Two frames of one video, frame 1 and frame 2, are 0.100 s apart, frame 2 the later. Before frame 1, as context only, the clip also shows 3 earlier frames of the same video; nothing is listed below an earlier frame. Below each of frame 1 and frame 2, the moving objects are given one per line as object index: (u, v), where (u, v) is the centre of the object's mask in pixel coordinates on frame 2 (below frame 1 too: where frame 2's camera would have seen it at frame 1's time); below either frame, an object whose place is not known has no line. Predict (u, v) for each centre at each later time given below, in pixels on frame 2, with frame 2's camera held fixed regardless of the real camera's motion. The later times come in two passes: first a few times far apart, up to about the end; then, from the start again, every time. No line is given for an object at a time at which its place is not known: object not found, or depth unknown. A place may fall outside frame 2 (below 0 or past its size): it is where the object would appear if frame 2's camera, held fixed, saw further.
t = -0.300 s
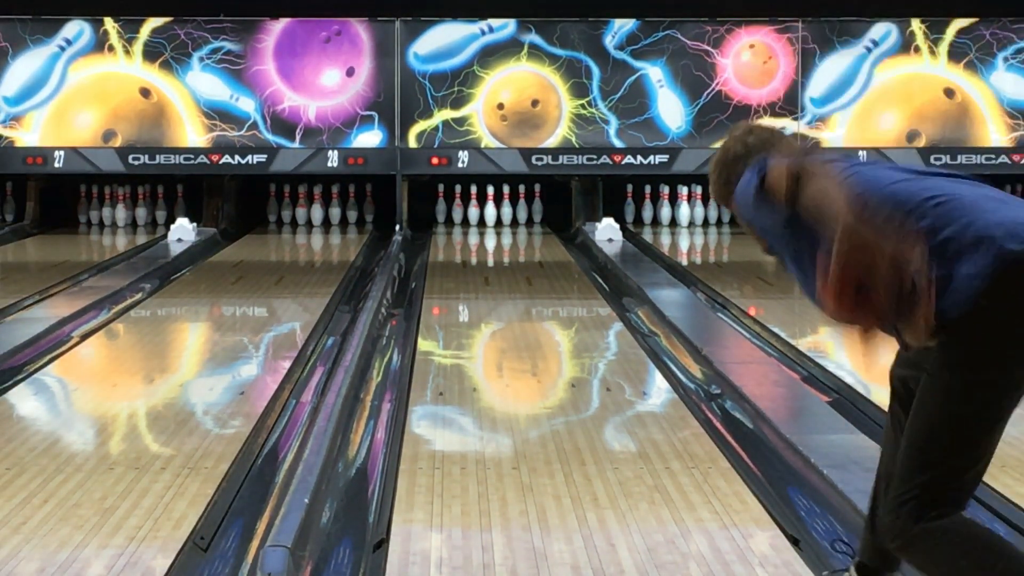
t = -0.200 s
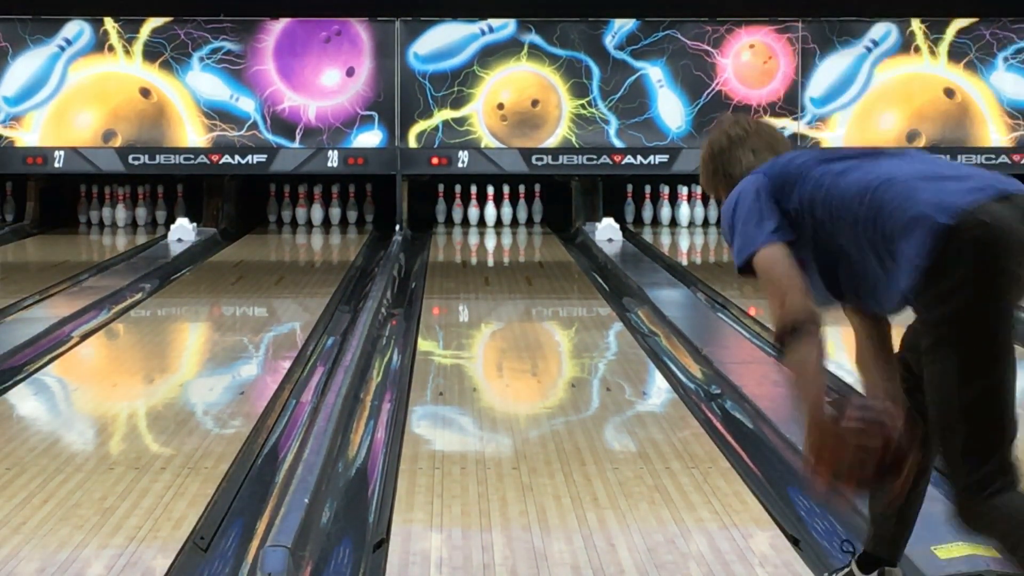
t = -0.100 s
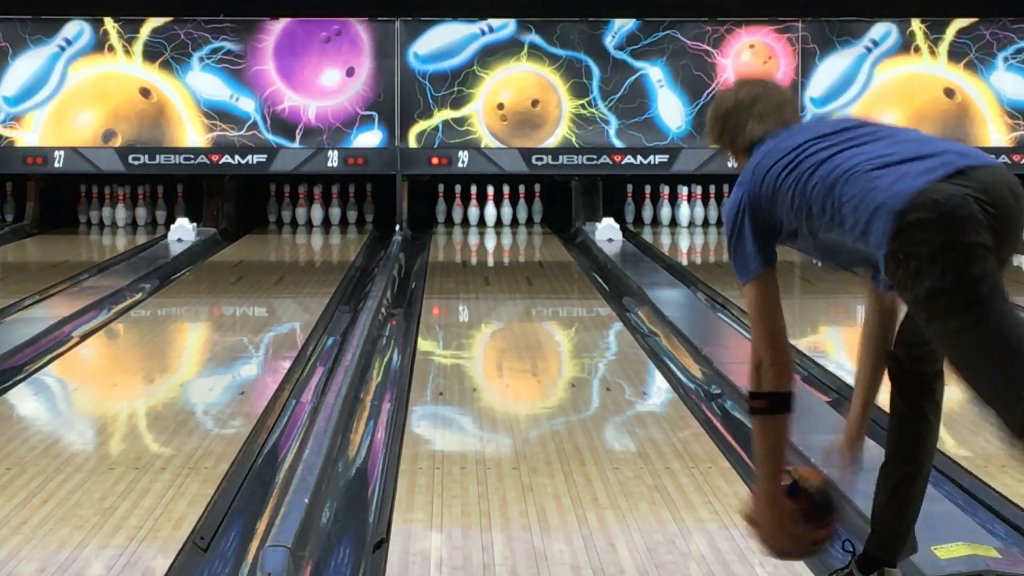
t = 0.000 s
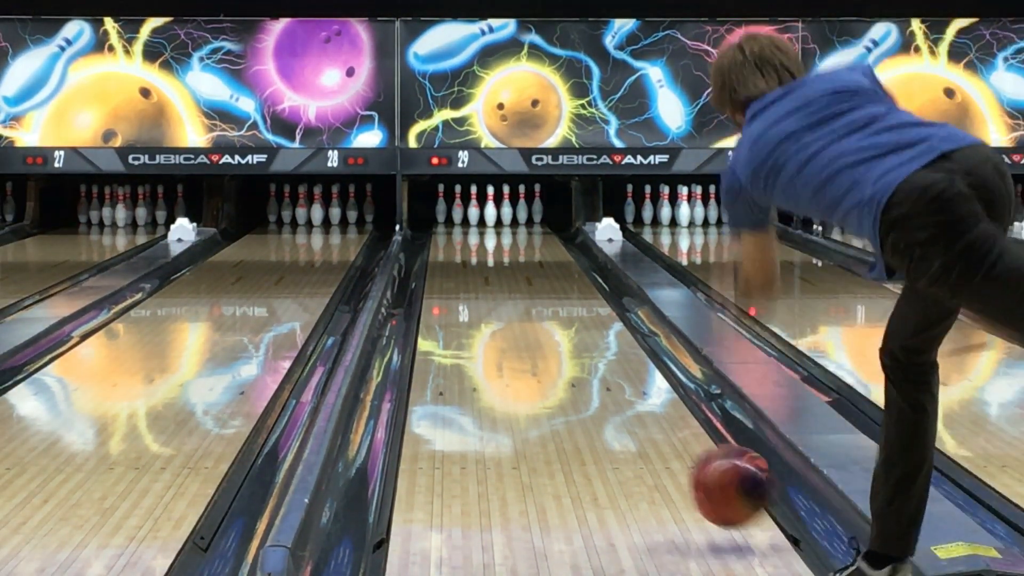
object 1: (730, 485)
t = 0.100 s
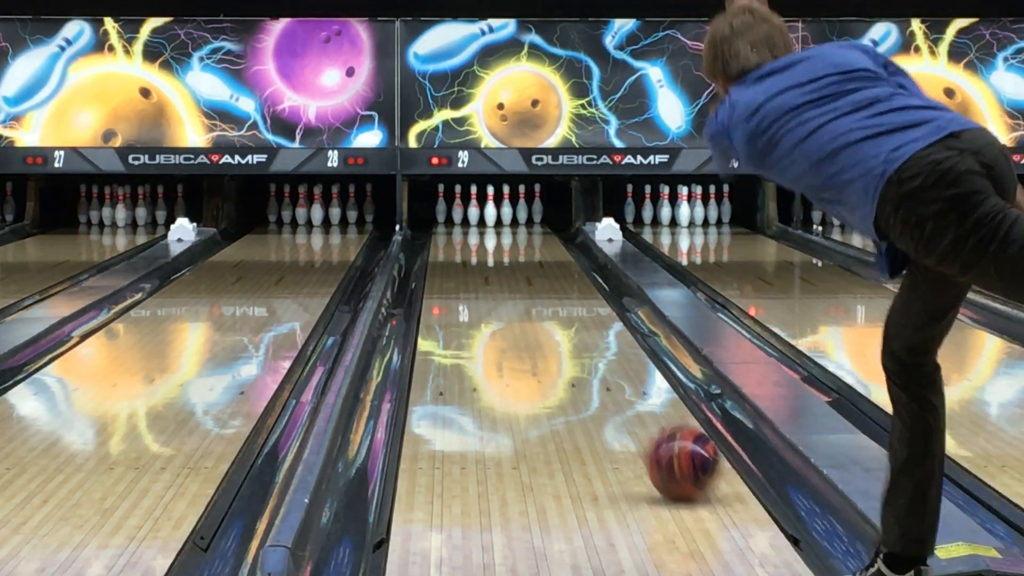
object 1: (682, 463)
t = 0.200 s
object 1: (644, 429)
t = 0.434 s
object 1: (578, 371)
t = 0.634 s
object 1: (540, 334)
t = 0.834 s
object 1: (511, 307)
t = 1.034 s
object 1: (489, 285)
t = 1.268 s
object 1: (469, 265)
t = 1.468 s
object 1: (457, 252)
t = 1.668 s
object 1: (452, 240)
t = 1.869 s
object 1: (454, 231)
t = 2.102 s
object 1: (466, 222)
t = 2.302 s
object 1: (478, 216)
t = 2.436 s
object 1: (478, 213)
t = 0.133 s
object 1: (669, 451)
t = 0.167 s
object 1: (655, 441)
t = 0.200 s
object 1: (644, 429)
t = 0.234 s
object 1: (632, 420)
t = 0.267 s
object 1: (622, 410)
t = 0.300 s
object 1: (612, 401)
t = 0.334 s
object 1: (603, 393)
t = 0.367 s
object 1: (594, 385)
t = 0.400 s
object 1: (586, 378)
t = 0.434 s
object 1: (578, 371)
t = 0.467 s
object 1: (571, 364)
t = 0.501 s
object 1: (564, 357)
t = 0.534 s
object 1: (557, 351)
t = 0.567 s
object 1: (551, 346)
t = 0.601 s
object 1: (545, 340)
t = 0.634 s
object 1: (540, 334)
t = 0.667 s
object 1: (534, 330)
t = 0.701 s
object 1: (529, 325)
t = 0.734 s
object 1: (525, 320)
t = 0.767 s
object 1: (520, 315)
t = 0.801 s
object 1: (515, 311)
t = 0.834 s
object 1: (511, 307)
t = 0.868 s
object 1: (507, 302)
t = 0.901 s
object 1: (503, 299)
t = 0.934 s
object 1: (499, 296)
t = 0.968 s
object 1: (496, 292)
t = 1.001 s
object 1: (492, 288)
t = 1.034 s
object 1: (489, 285)
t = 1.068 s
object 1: (486, 282)
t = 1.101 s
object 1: (483, 279)
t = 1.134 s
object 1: (480, 276)
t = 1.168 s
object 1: (478, 273)
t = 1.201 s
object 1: (475, 271)
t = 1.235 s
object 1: (472, 268)
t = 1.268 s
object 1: (469, 265)
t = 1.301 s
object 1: (467, 262)
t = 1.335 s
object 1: (465, 261)
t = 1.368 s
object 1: (463, 258)
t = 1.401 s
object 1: (461, 256)
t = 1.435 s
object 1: (459, 253)
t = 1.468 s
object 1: (457, 252)
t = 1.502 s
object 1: (456, 249)
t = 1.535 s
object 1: (455, 247)
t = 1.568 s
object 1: (453, 245)
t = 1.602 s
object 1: (452, 244)
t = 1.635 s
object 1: (451, 242)
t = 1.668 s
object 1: (452, 240)
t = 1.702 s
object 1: (451, 238)
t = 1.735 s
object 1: (452, 236)
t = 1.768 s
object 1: (452, 235)
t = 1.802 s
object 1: (453, 234)
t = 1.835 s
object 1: (453, 232)
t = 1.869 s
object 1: (454, 231)
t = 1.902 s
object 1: (456, 229)
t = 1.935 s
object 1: (457, 228)
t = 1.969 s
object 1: (459, 226)
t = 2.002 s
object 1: (461, 225)
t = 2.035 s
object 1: (463, 224)
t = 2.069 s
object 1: (464, 223)
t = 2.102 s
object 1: (466, 222)
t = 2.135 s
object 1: (469, 221)
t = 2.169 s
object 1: (470, 220)
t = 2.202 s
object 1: (473, 219)
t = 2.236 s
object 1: (476, 217)
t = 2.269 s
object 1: (478, 216)
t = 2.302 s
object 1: (478, 216)
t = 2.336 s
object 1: (477, 216)
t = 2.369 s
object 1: (479, 214)
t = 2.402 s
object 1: (479, 213)
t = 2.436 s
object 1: (478, 213)
